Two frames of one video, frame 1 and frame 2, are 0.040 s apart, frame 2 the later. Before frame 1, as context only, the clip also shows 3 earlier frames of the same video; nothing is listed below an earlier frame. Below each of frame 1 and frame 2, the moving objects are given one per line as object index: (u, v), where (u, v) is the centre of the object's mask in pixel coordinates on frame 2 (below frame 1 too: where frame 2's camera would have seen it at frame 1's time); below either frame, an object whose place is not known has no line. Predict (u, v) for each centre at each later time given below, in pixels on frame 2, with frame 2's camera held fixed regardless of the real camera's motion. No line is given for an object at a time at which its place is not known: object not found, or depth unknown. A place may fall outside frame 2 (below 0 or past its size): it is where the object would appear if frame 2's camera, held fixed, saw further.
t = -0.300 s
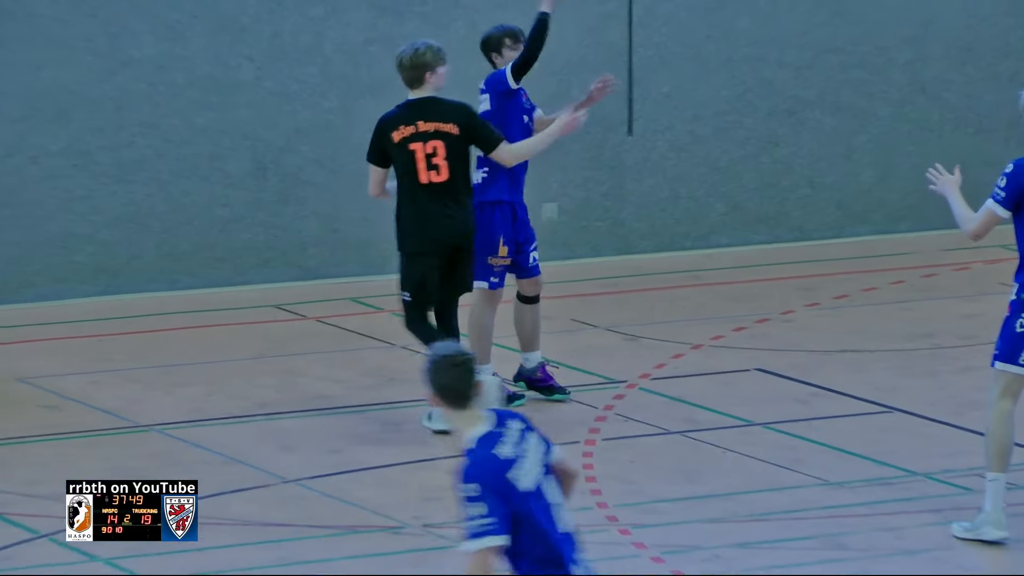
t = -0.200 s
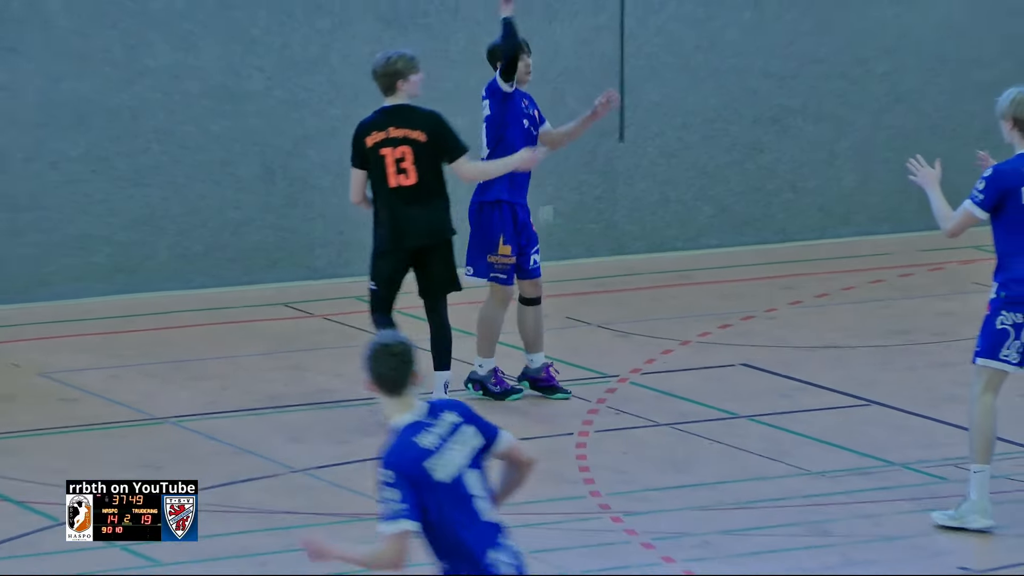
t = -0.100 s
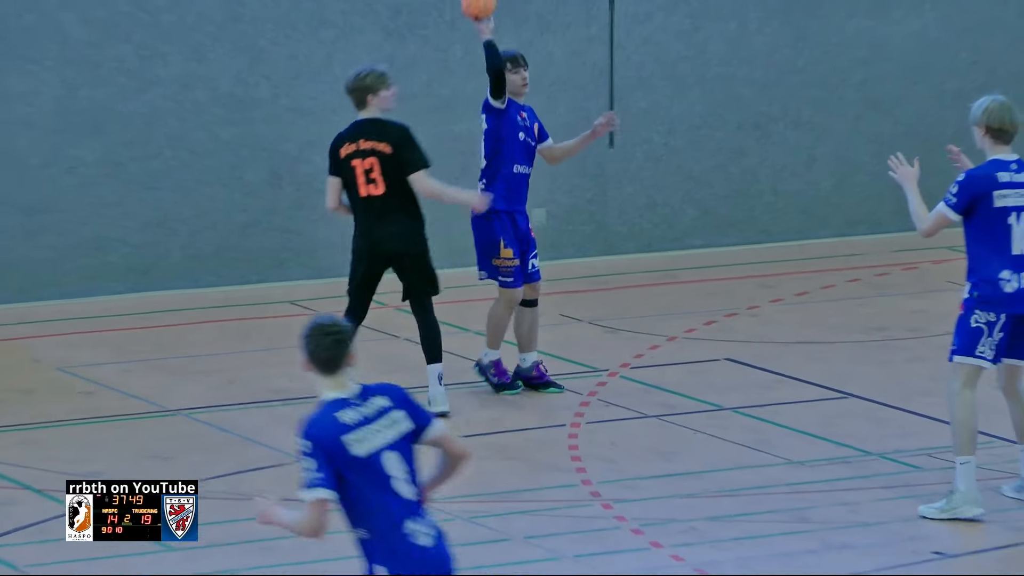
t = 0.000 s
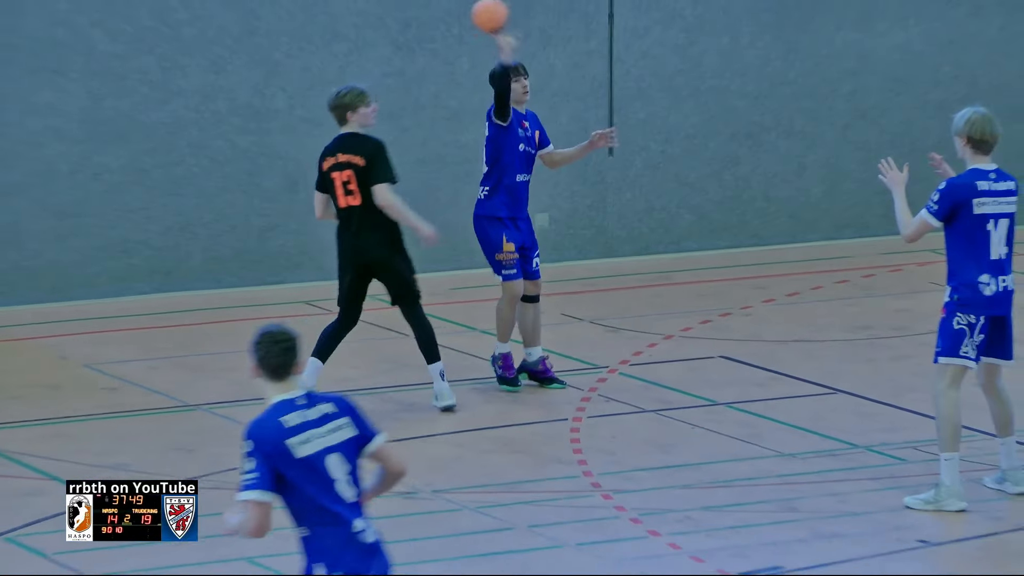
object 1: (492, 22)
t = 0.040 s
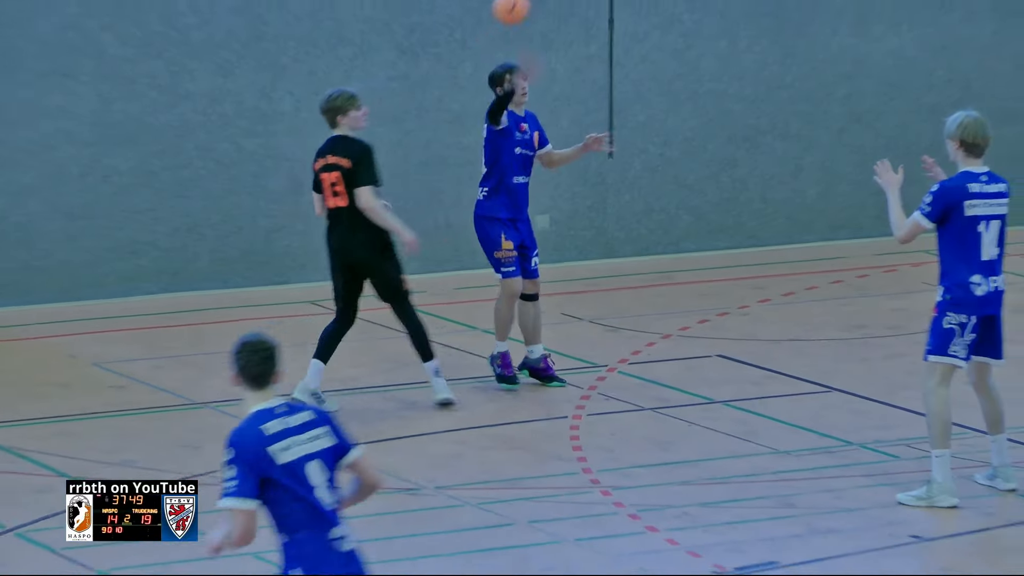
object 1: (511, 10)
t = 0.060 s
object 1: (521, 7)
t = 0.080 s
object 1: (531, 3)
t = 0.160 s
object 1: (569, -7)
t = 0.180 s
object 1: (581, -8)
